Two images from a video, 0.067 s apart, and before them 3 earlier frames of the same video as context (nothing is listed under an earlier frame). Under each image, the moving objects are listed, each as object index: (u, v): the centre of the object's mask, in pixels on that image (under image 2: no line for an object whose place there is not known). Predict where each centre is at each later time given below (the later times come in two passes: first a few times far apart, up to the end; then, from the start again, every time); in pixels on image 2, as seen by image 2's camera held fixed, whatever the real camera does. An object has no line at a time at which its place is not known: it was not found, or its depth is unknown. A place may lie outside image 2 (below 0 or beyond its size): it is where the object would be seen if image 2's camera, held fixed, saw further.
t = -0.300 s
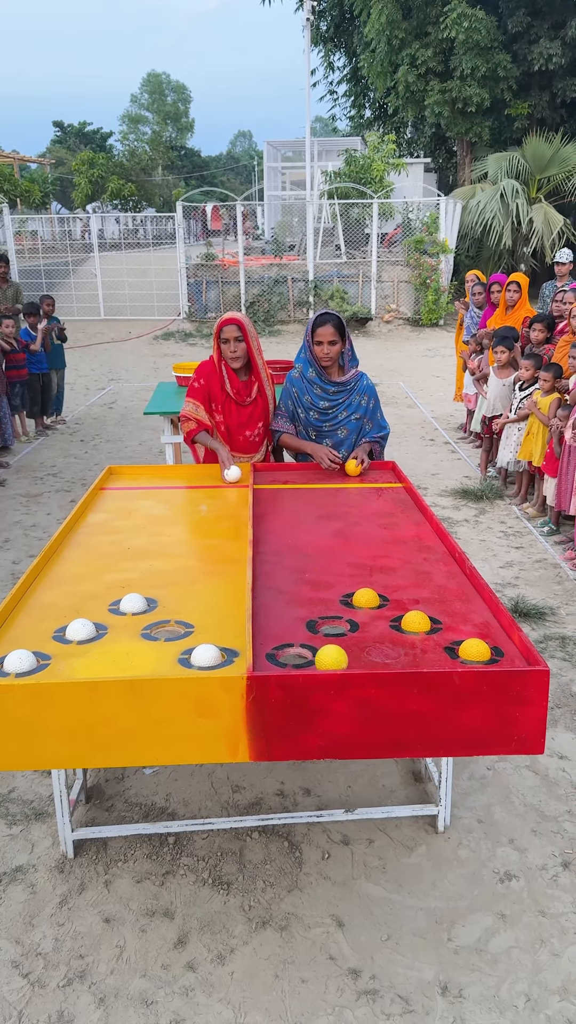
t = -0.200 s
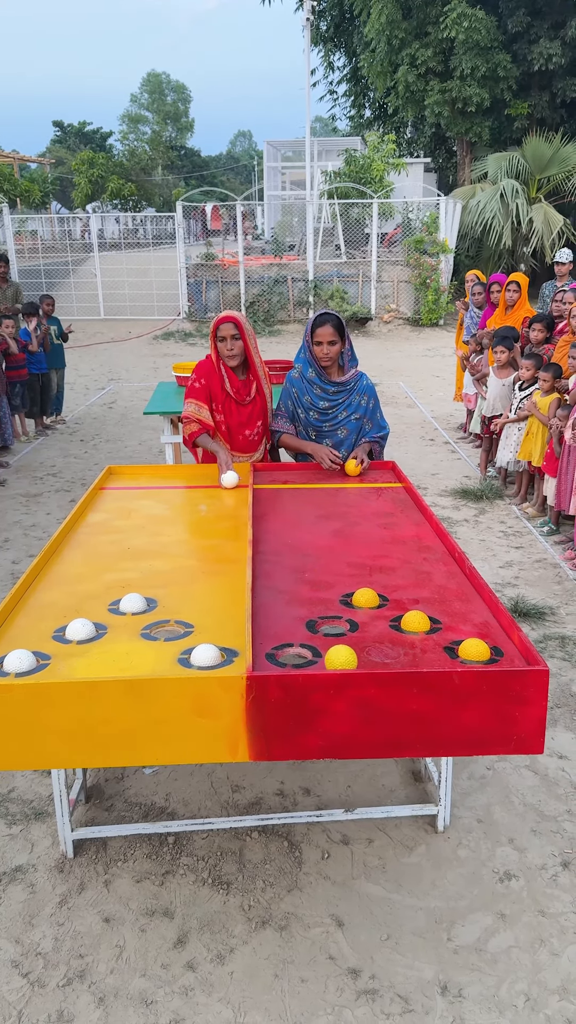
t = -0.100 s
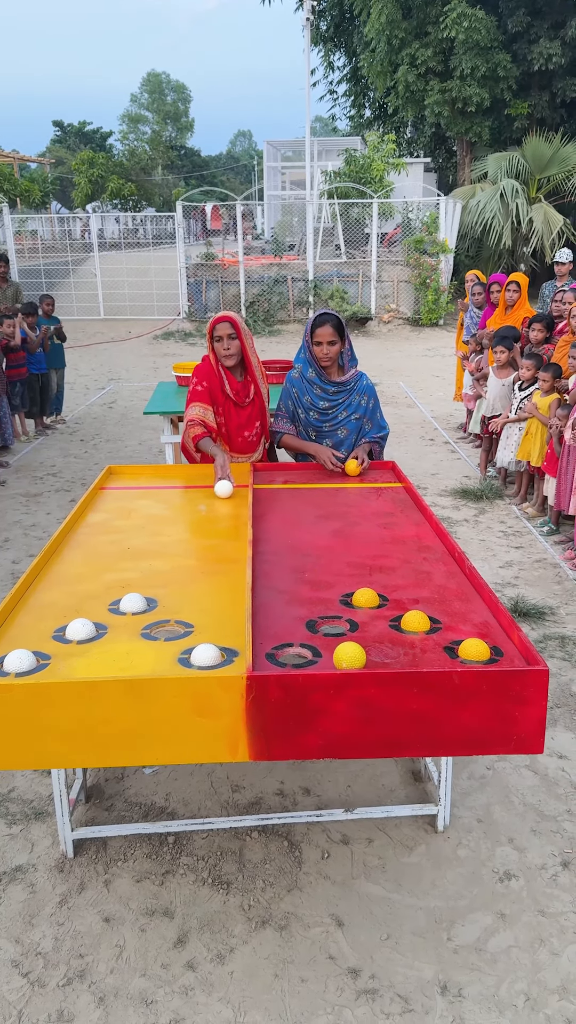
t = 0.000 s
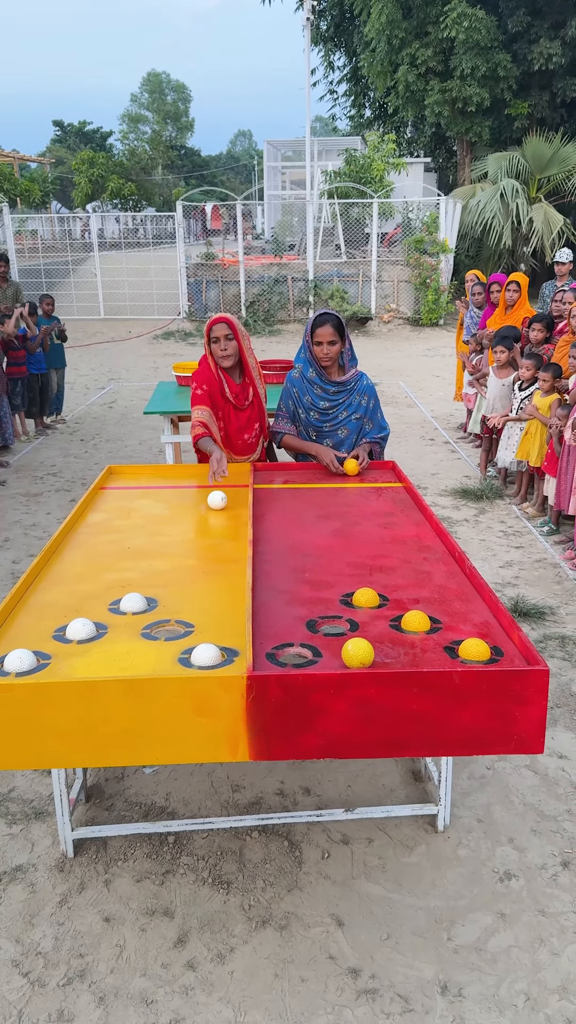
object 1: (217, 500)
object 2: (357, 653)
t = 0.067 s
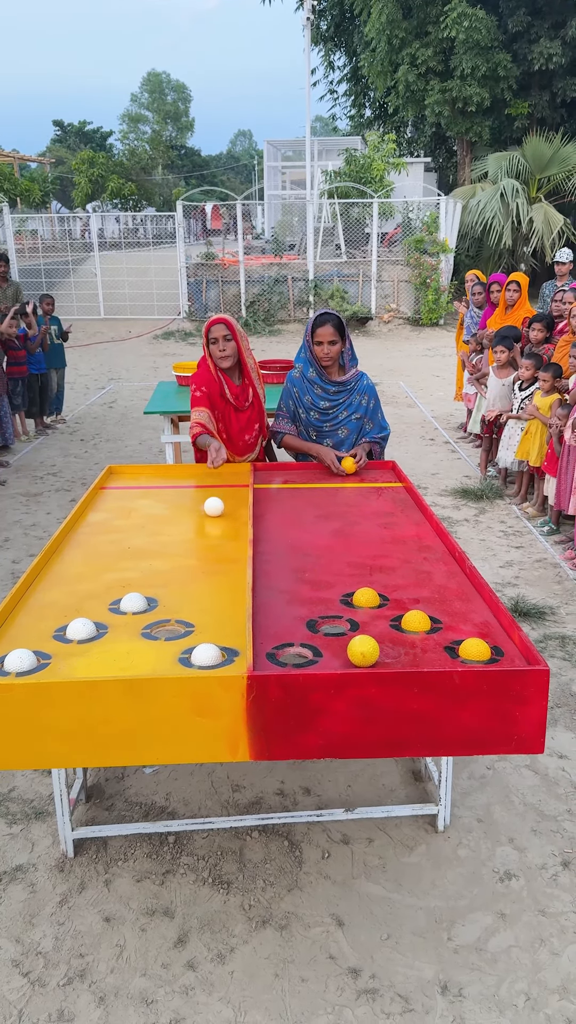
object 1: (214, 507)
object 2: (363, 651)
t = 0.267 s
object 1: (202, 528)
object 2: (378, 641)
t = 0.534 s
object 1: (183, 562)
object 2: (393, 626)
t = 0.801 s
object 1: (159, 599)
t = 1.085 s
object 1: (127, 644)
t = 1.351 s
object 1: (103, 660)
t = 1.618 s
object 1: (93, 643)
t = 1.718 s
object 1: (91, 636)
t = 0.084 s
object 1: (213, 508)
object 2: (364, 650)
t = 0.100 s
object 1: (212, 510)
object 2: (366, 649)
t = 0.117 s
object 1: (211, 512)
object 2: (367, 648)
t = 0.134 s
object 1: (210, 514)
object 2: (368, 648)
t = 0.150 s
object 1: (209, 515)
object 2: (369, 647)
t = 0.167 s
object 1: (208, 517)
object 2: (371, 646)
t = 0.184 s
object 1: (207, 519)
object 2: (372, 645)
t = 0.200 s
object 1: (206, 521)
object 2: (373, 645)
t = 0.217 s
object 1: (205, 523)
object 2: (374, 644)
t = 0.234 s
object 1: (204, 525)
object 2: (376, 643)
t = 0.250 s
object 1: (203, 526)
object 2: (377, 642)
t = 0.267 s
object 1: (202, 528)
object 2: (378, 641)
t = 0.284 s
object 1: (201, 530)
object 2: (379, 640)
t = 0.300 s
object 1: (200, 532)
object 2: (380, 639)
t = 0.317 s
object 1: (199, 534)
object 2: (381, 639)
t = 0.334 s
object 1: (198, 536)
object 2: (381, 638)
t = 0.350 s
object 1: (197, 538)
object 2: (382, 637)
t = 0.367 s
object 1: (195, 541)
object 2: (383, 636)
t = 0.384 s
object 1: (194, 542)
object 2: (384, 635)
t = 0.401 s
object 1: (193, 545)
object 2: (385, 634)
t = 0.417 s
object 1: (192, 547)
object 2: (386, 633)
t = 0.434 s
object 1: (191, 548)
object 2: (387, 632)
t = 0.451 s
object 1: (189, 551)
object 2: (388, 631)
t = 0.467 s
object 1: (188, 553)
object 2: (389, 630)
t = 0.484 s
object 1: (186, 555)
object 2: (390, 629)
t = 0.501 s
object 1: (185, 557)
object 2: (391, 628)
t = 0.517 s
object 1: (184, 560)
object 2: (392, 627)
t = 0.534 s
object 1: (183, 562)
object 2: (393, 626)
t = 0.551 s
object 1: (181, 564)
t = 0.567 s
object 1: (180, 566)
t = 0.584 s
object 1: (179, 568)
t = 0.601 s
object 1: (177, 571)
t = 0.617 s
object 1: (176, 573)
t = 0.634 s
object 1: (174, 575)
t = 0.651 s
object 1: (173, 578)
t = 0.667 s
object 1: (171, 580)
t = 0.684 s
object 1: (169, 582)
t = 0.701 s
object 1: (168, 585)
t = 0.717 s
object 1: (166, 587)
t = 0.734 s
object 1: (165, 590)
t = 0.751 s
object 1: (163, 592)
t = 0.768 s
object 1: (162, 594)
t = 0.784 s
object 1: (160, 596)
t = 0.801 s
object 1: (159, 599)
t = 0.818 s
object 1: (157, 602)
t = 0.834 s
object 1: (155, 604)
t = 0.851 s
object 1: (153, 607)
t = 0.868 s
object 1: (151, 609)
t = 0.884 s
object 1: (150, 612)
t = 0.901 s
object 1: (148, 615)
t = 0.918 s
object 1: (146, 617)
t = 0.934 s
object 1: (144, 620)
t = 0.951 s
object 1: (142, 623)
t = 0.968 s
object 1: (141, 625)
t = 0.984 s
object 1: (139, 628)
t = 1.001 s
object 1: (137, 630)
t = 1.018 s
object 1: (135, 633)
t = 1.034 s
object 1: (133, 636)
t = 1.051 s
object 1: (131, 639)
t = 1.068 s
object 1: (129, 641)
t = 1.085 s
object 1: (127, 644)
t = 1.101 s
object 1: (125, 647)
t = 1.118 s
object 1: (122, 650)
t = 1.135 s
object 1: (120, 652)
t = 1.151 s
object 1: (118, 655)
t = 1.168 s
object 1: (116, 658)
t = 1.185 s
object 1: (114, 660)
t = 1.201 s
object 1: (112, 662)
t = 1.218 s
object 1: (110, 664)
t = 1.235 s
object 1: (108, 665)
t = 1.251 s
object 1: (107, 664)
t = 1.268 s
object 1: (106, 662)
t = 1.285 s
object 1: (106, 662)
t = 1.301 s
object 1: (105, 661)
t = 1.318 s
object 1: (104, 661)
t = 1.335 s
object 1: (104, 660)
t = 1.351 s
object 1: (103, 660)
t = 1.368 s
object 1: (102, 659)
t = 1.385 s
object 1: (102, 658)
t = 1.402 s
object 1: (101, 657)
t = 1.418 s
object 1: (100, 656)
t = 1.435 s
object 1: (99, 655)
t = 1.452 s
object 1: (99, 654)
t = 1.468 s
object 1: (98, 653)
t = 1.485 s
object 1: (97, 652)
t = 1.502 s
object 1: (97, 651)
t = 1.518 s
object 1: (96, 649)
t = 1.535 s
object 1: (96, 648)
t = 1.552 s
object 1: (95, 648)
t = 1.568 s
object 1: (95, 646)
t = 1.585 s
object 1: (94, 645)
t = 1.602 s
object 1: (94, 644)
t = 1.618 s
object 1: (93, 643)
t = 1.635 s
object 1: (93, 642)
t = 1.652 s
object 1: (93, 641)
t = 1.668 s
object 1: (92, 640)
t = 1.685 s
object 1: (92, 638)
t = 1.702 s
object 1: (92, 637)
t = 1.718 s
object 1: (91, 636)
